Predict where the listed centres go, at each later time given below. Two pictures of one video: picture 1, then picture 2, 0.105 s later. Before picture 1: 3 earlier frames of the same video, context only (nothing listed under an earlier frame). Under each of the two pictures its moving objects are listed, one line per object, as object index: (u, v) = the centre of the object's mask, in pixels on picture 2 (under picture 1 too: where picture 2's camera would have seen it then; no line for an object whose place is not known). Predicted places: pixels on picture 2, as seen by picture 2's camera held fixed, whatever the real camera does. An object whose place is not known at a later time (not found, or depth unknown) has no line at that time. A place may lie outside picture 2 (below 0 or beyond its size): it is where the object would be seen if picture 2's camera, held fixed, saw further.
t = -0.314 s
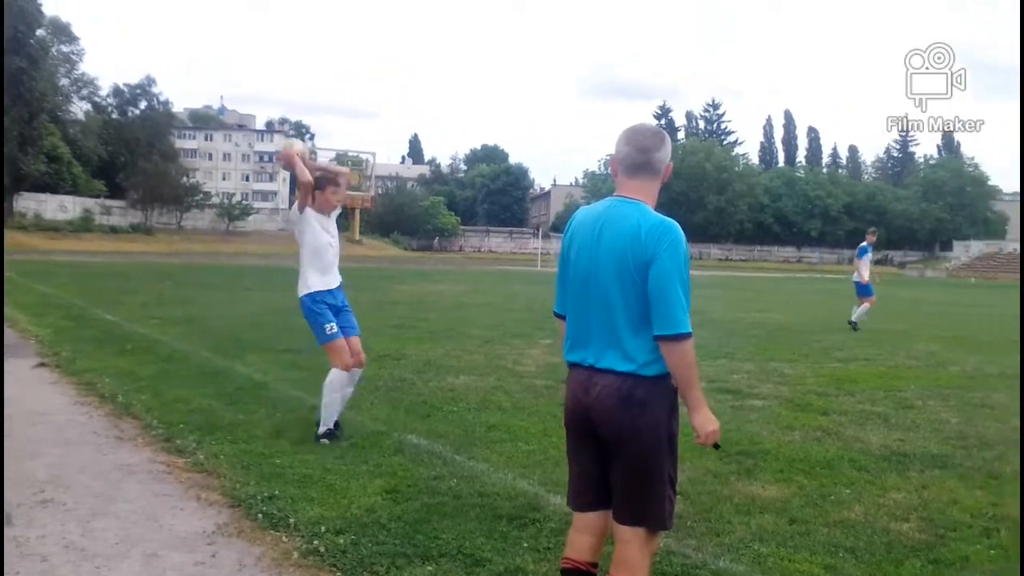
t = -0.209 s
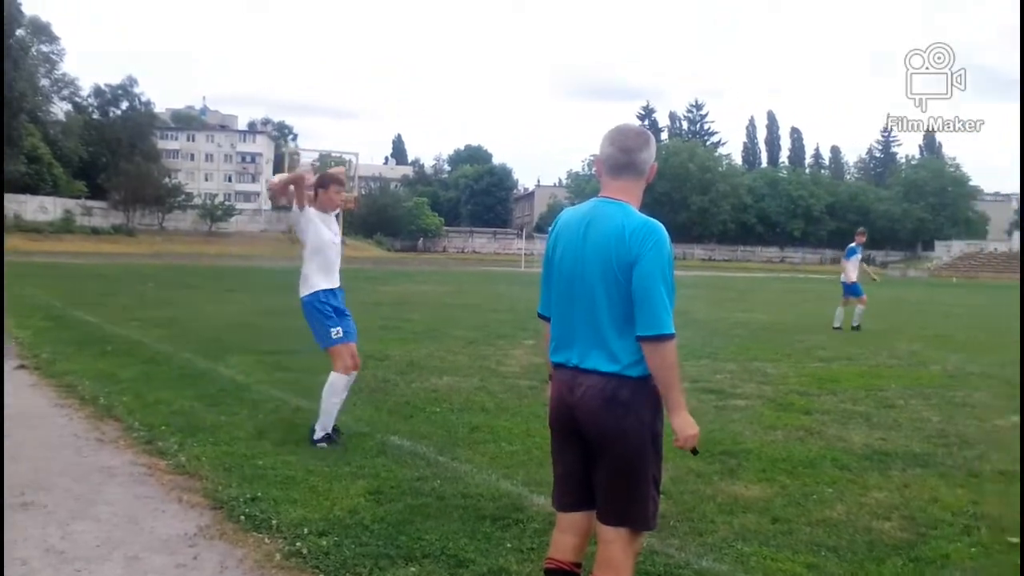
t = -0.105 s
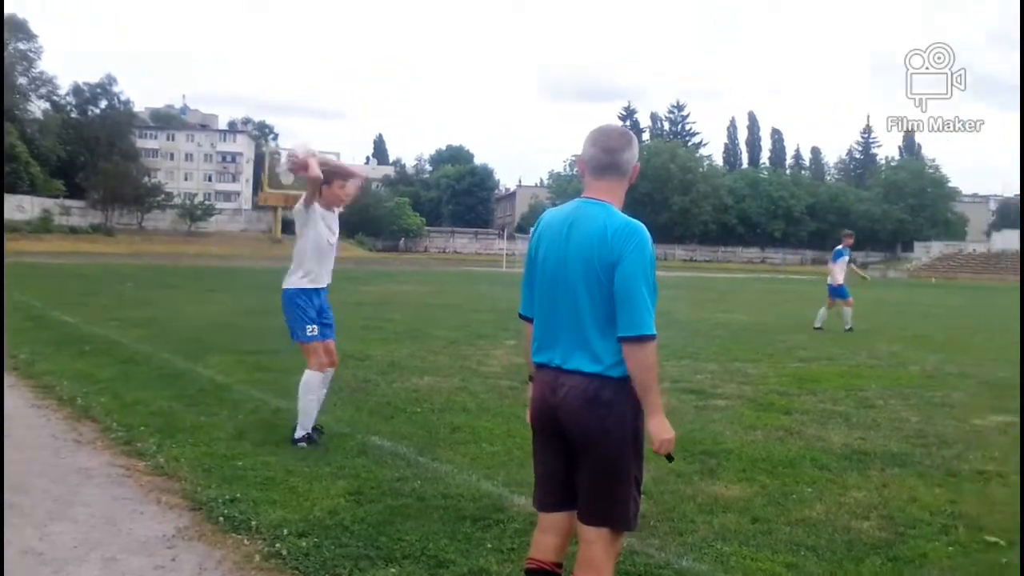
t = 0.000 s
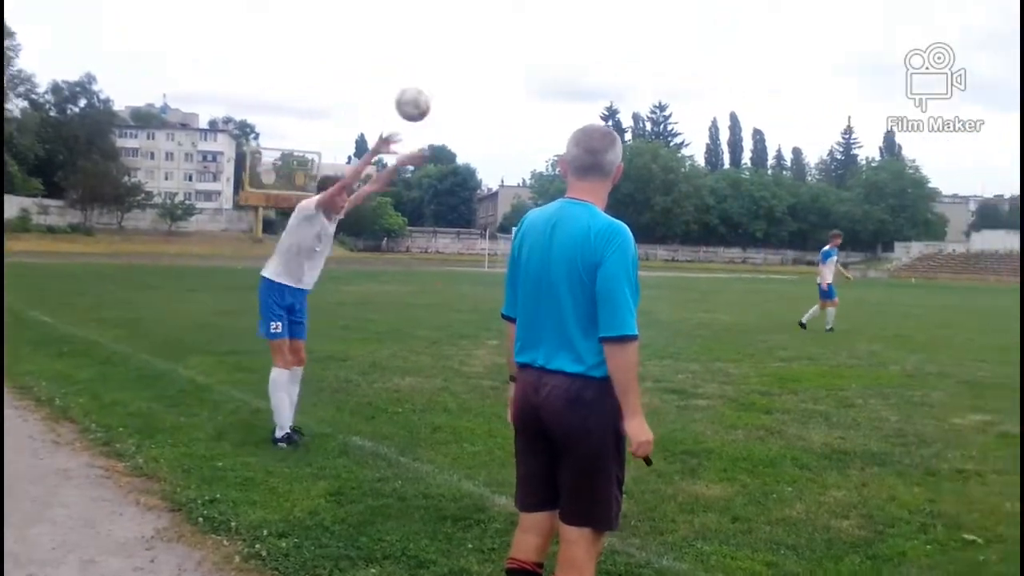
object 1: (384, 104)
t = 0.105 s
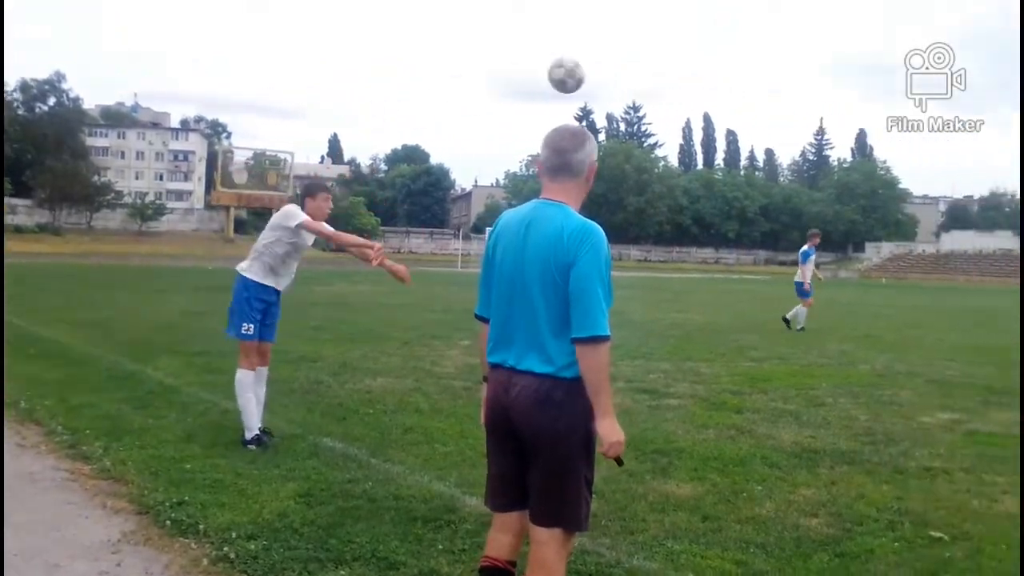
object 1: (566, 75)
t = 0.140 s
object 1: (630, 68)
